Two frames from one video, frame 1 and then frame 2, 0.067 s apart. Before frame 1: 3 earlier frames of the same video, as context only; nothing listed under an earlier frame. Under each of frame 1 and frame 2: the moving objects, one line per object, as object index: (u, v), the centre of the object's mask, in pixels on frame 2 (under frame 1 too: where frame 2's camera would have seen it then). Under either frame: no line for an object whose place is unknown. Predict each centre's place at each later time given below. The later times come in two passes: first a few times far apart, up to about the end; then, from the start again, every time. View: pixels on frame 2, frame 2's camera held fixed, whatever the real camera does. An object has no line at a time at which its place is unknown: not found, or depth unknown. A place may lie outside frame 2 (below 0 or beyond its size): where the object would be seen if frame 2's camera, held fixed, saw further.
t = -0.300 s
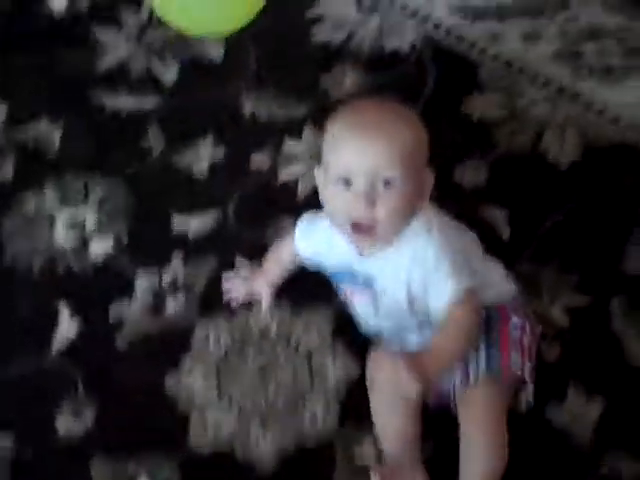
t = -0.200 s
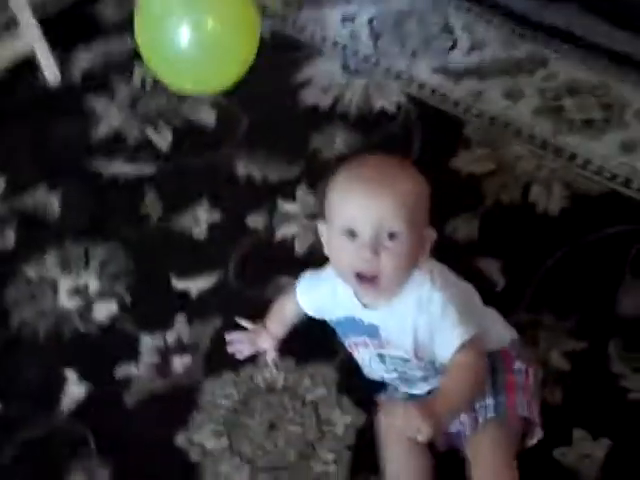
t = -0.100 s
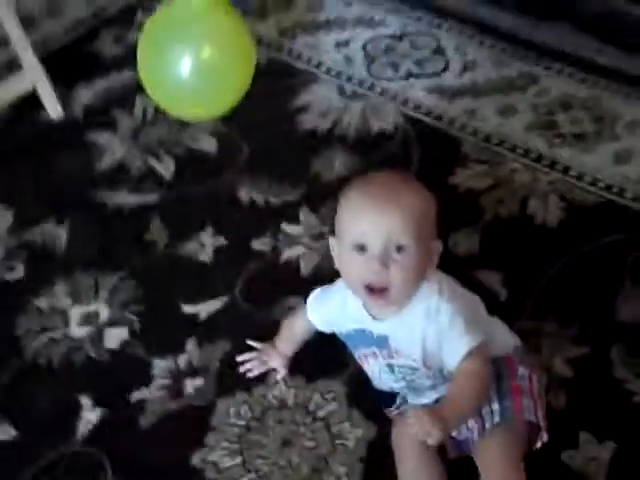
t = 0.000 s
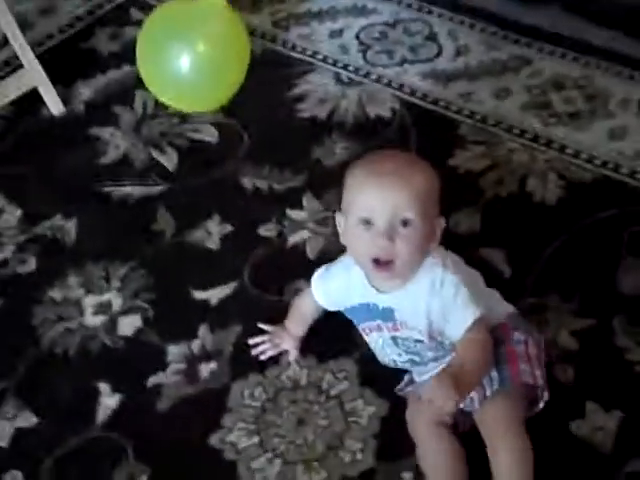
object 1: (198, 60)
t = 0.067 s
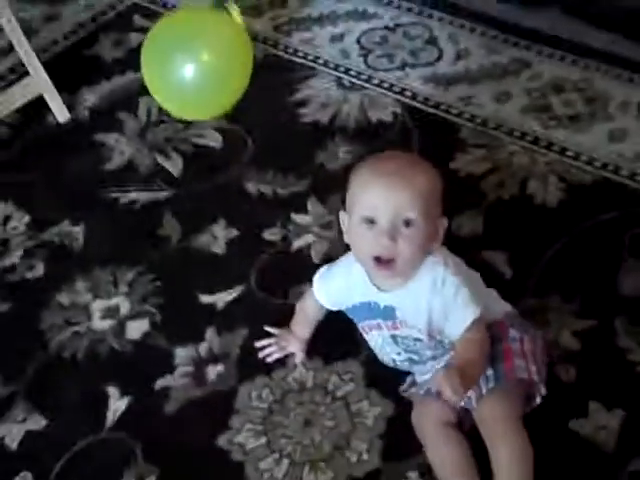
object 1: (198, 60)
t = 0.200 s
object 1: (198, 63)
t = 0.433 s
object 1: (215, 28)
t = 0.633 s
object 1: (228, 23)
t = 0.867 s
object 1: (249, 11)
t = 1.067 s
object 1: (267, 8)
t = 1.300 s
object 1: (282, 9)
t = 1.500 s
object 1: (291, 11)
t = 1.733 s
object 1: (293, 14)
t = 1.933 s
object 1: (291, 17)
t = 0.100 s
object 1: (197, 65)
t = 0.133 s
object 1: (197, 68)
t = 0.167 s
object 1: (198, 65)
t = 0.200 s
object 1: (198, 63)
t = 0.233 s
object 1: (201, 58)
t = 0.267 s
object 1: (202, 52)
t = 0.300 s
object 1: (206, 45)
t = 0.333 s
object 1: (208, 41)
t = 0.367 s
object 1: (210, 36)
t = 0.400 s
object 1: (211, 32)
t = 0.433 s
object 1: (215, 28)
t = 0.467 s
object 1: (216, 24)
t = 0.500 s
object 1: (219, 21)
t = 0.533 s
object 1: (222, 21)
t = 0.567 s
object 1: (223, 21)
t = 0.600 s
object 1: (226, 22)
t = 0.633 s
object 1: (228, 23)
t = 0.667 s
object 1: (230, 22)
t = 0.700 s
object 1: (231, 19)
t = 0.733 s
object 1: (235, 17)
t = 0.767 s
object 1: (237, 13)
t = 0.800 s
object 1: (241, 14)
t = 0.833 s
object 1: (245, 12)
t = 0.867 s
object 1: (249, 11)
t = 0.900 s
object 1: (252, 11)
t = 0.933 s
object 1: (257, 10)
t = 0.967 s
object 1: (259, 9)
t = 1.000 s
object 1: (262, 9)
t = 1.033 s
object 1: (265, 8)
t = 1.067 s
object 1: (267, 8)
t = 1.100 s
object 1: (270, 7)
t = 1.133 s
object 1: (273, 8)
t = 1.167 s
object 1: (275, 7)
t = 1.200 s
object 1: (278, 6)
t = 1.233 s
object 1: (280, 7)
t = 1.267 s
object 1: (281, 8)
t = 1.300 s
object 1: (282, 9)
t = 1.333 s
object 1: (285, 8)
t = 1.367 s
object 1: (286, 8)
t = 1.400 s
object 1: (288, 9)
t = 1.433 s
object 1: (289, 9)
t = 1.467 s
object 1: (291, 10)
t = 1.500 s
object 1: (291, 11)
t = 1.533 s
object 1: (292, 12)
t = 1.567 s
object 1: (292, 11)
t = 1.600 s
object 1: (292, 12)
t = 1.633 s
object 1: (293, 13)
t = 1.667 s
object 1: (293, 13)
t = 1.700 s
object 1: (293, 13)
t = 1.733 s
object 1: (293, 14)
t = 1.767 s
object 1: (293, 14)
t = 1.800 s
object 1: (293, 15)
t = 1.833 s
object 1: (292, 15)
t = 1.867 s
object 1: (292, 16)
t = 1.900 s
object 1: (291, 16)
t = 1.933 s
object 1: (291, 17)
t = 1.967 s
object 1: (291, 17)
